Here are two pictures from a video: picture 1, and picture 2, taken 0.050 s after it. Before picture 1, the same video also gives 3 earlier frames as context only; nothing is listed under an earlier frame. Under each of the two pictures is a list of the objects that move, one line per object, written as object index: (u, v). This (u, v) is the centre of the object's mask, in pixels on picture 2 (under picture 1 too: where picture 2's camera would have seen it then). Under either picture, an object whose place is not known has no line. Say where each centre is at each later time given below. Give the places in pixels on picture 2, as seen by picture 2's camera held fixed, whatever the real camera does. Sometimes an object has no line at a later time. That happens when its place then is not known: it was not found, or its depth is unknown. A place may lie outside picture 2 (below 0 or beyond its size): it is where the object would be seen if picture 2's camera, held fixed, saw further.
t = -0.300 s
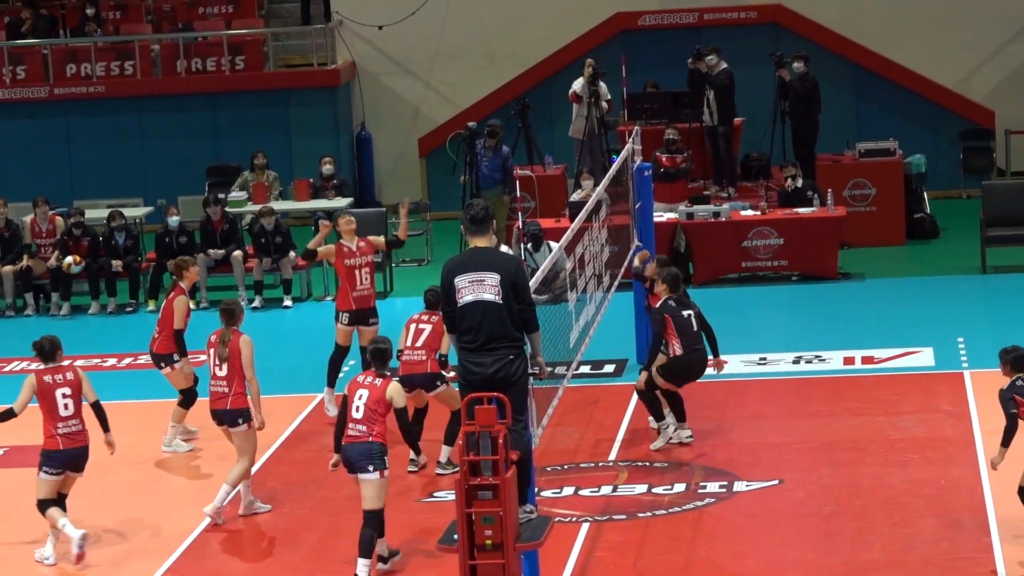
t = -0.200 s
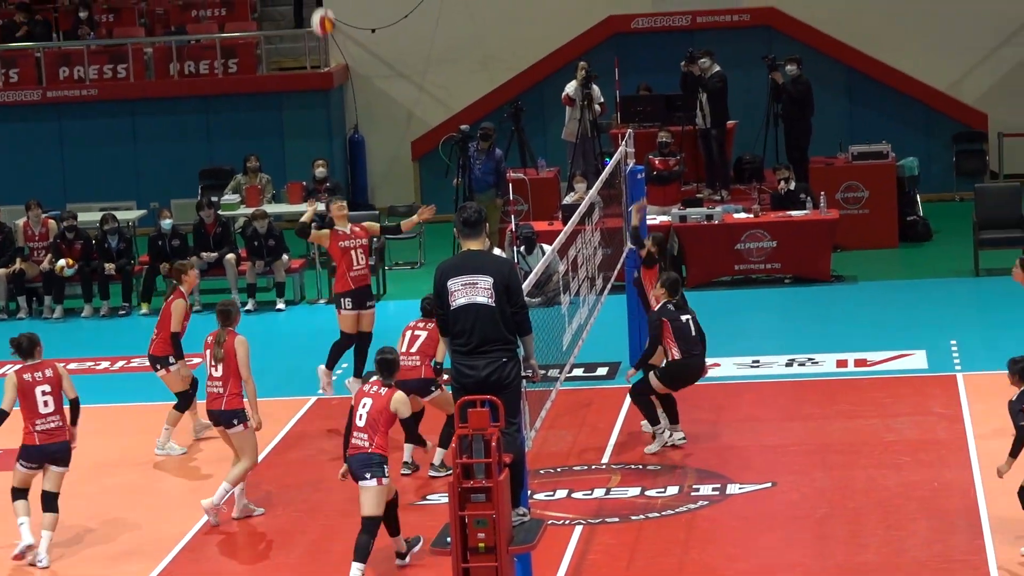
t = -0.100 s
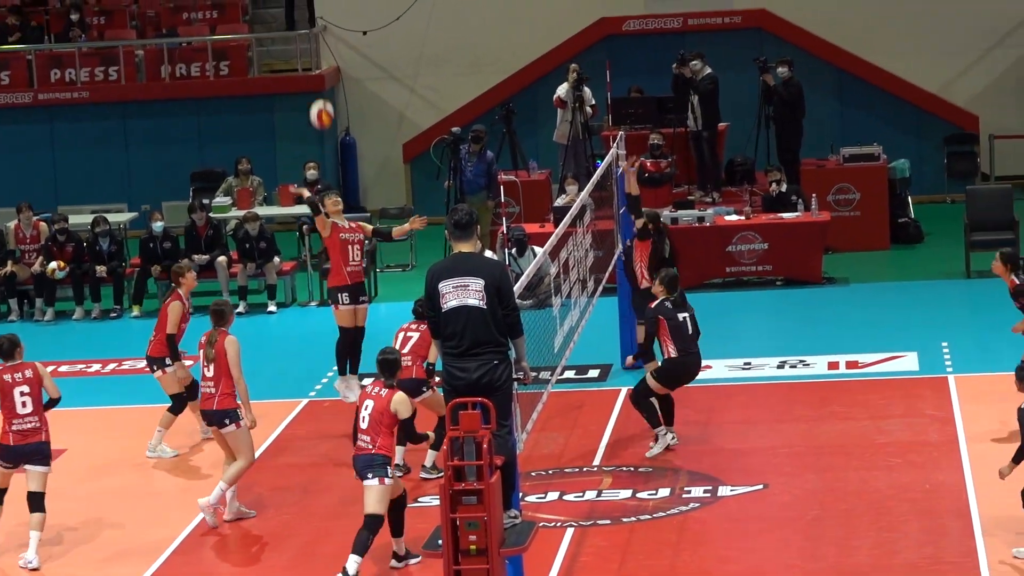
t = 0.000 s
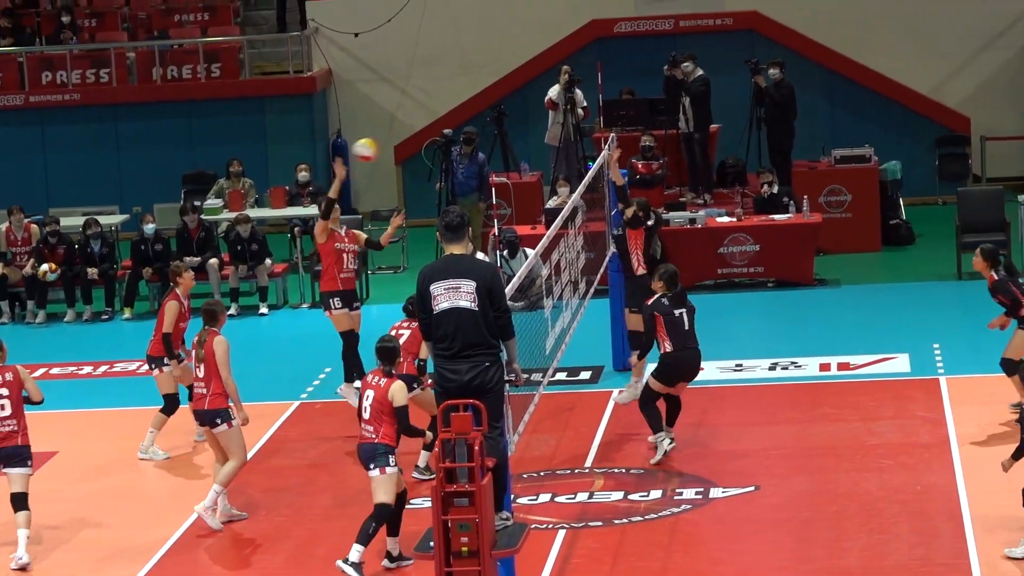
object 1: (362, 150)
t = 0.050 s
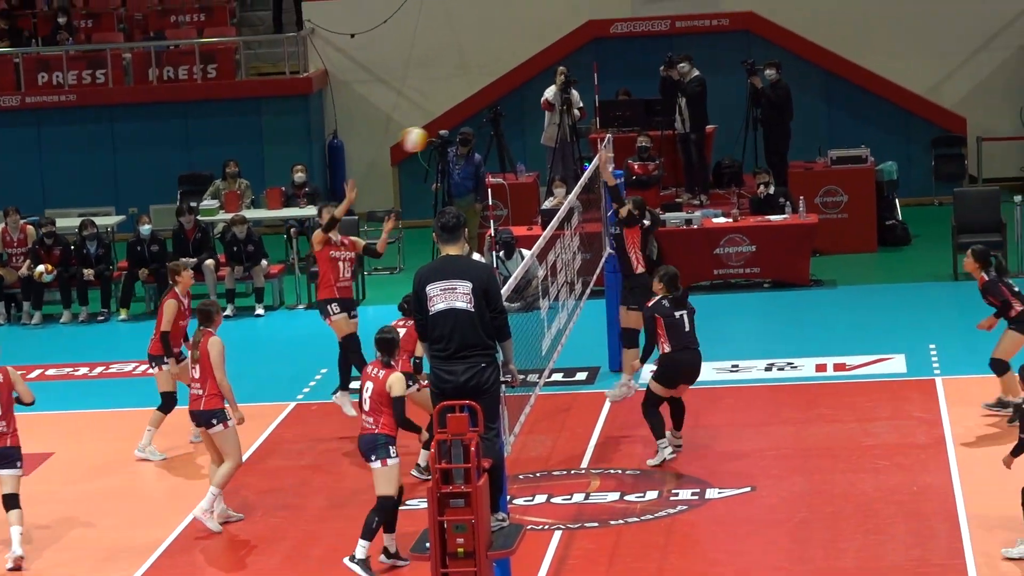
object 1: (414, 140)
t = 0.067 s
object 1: (431, 136)
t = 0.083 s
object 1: (448, 134)
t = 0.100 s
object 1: (465, 131)
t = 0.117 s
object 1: (483, 129)
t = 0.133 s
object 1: (500, 127)
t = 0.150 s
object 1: (516, 126)
